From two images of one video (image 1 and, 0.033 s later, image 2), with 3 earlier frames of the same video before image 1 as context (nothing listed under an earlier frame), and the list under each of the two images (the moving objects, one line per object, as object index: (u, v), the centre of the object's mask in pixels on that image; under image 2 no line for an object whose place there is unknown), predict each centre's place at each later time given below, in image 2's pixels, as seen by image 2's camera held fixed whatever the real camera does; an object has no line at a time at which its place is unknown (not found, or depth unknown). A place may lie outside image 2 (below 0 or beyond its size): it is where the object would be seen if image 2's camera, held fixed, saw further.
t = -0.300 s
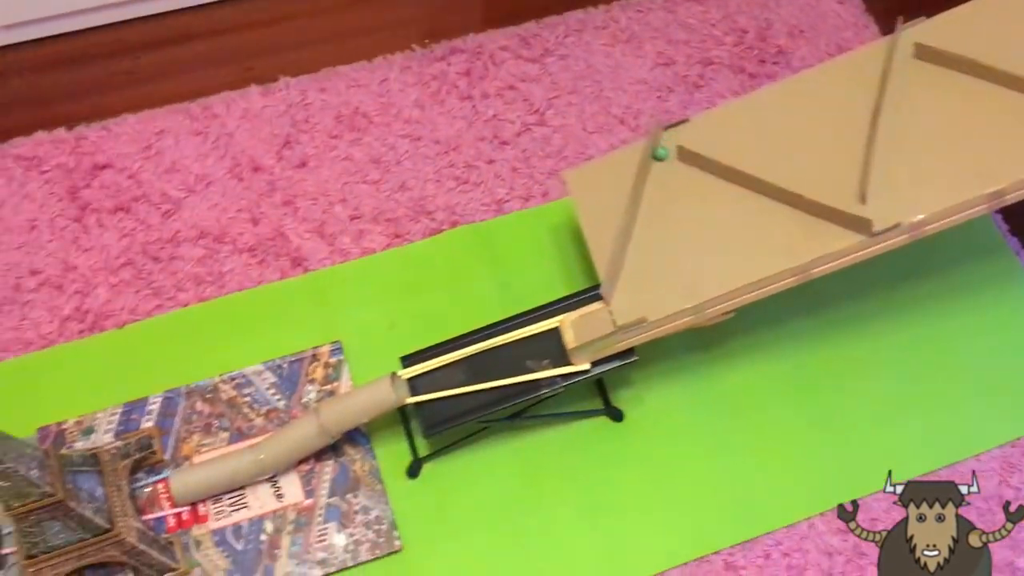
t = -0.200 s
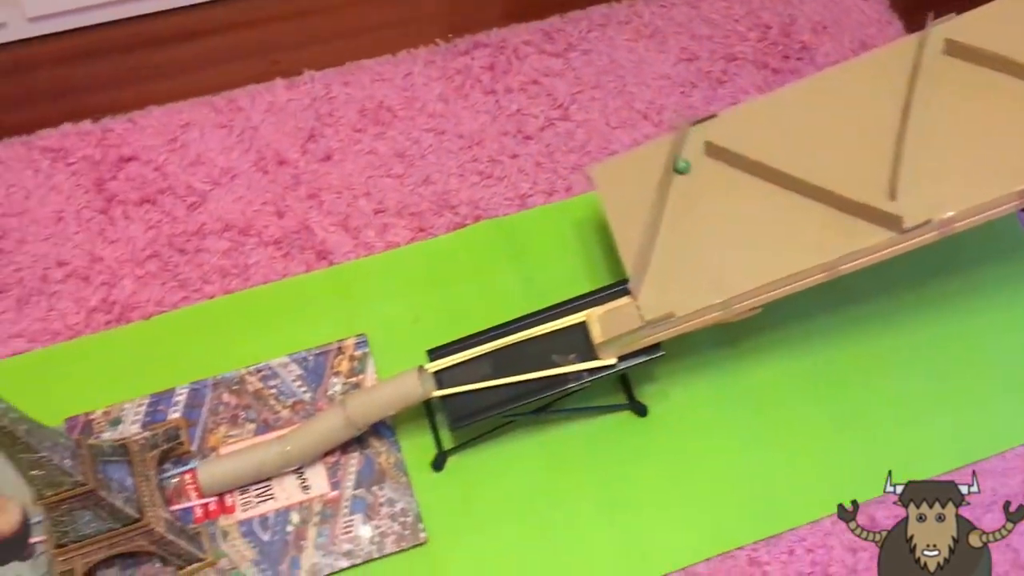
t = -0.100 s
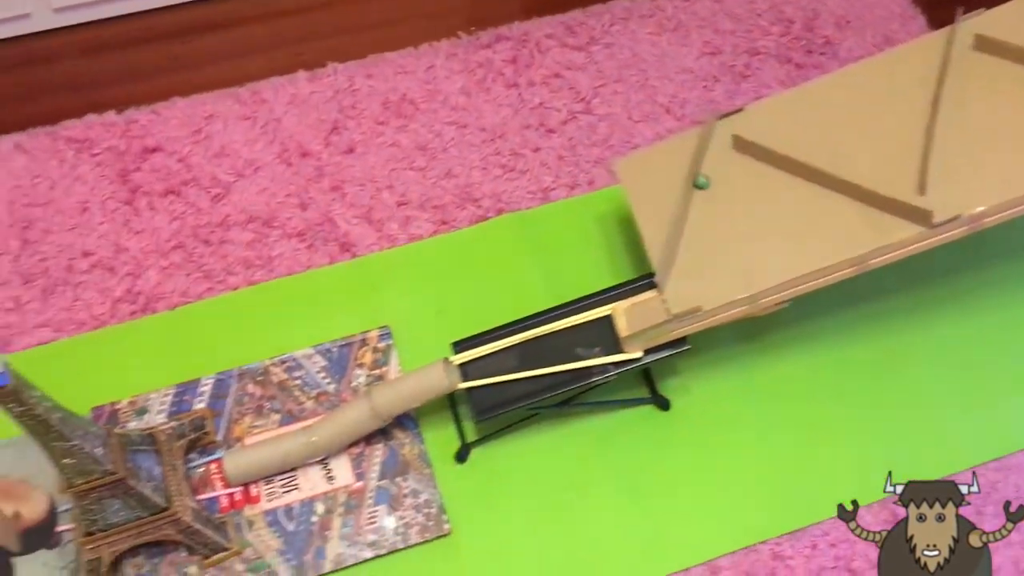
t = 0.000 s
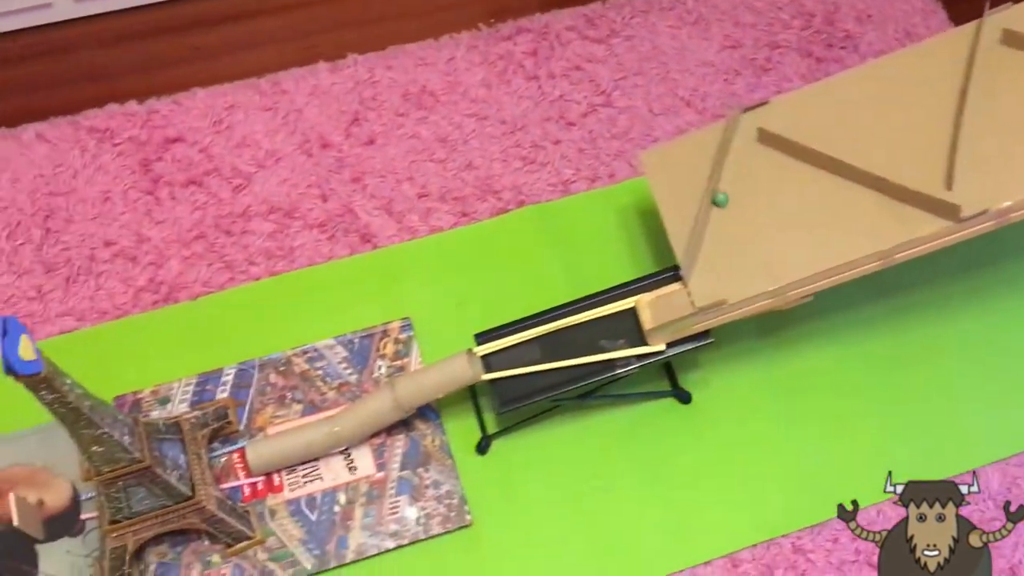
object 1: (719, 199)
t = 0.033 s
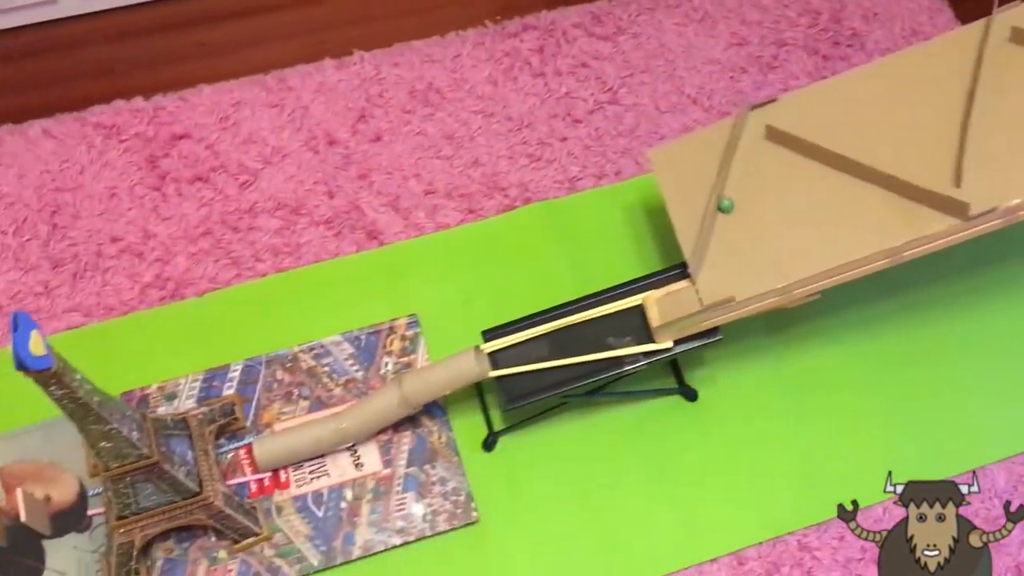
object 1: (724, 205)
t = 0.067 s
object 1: (722, 214)
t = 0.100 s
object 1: (719, 222)
